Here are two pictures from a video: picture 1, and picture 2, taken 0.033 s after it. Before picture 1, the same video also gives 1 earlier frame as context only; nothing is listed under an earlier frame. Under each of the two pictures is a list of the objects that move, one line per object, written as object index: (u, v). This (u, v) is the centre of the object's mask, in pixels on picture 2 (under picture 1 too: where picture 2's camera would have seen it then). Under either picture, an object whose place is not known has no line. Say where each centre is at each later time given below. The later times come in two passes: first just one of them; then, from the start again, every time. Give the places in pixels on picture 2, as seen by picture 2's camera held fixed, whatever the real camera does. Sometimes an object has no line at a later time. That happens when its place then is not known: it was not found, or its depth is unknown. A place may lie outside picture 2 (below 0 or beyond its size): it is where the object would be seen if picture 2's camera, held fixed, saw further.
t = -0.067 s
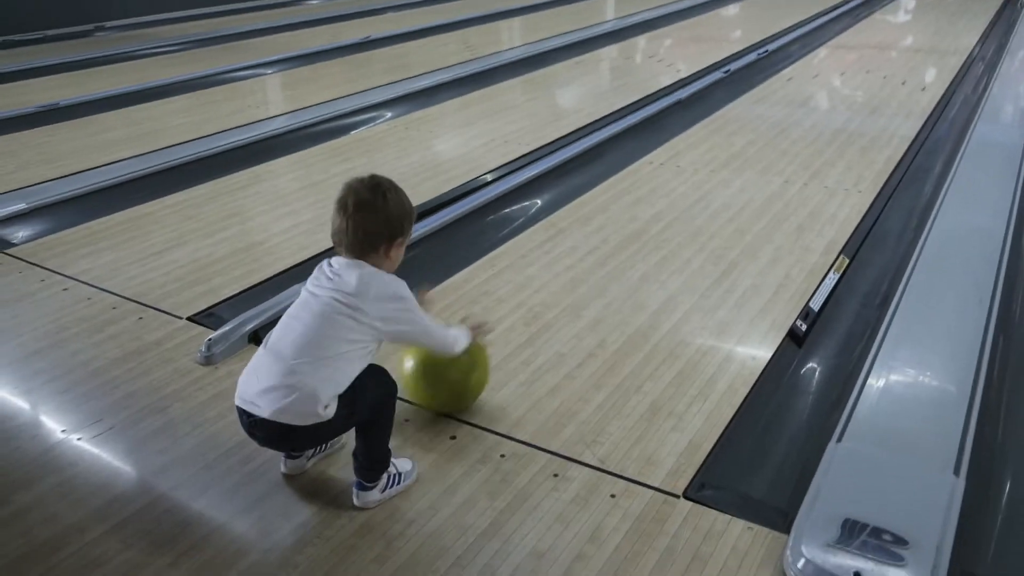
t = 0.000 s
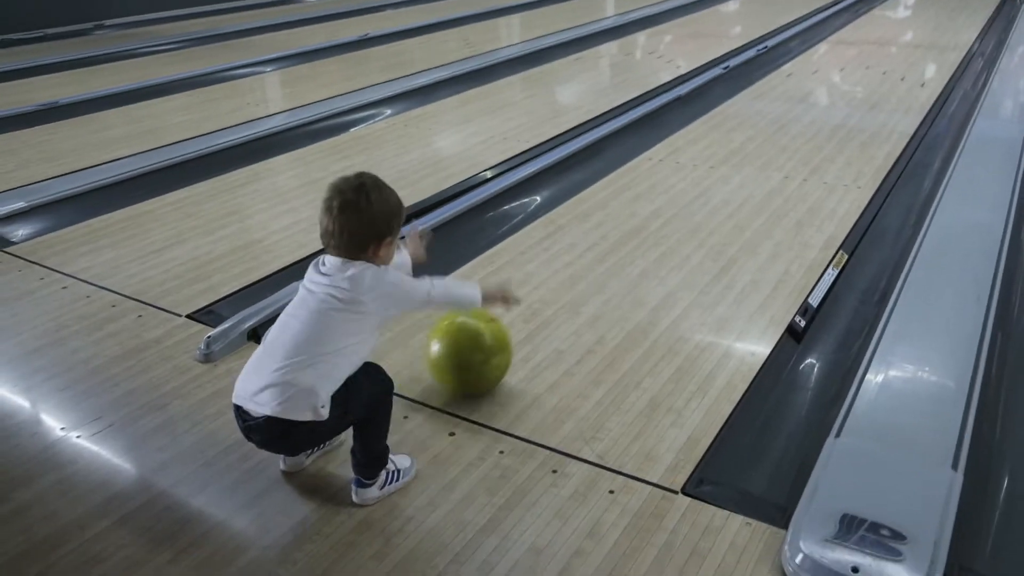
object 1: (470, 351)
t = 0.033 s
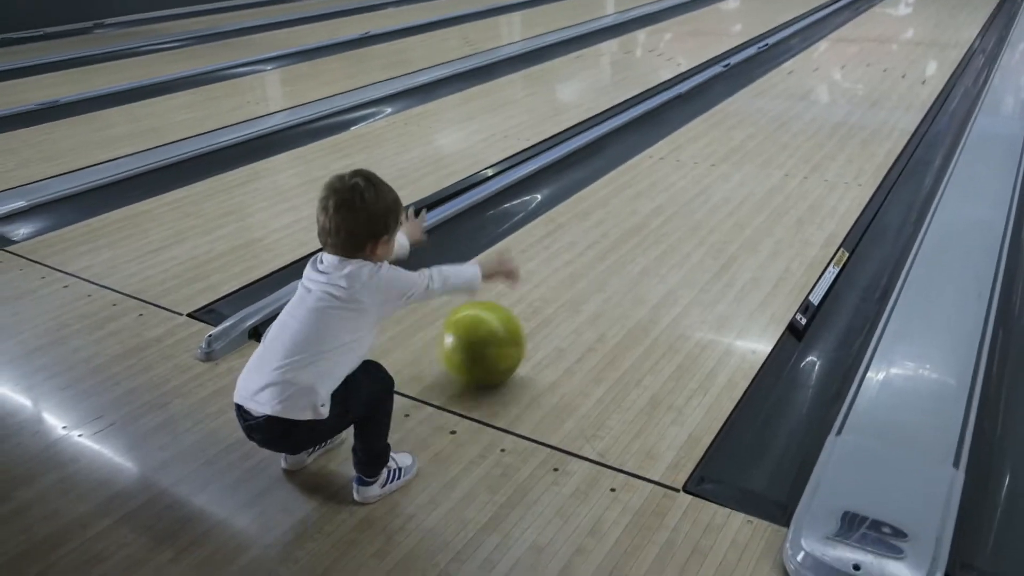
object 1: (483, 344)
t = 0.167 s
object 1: (529, 320)
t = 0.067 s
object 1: (494, 338)
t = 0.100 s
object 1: (505, 332)
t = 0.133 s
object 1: (518, 326)
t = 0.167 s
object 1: (529, 320)
